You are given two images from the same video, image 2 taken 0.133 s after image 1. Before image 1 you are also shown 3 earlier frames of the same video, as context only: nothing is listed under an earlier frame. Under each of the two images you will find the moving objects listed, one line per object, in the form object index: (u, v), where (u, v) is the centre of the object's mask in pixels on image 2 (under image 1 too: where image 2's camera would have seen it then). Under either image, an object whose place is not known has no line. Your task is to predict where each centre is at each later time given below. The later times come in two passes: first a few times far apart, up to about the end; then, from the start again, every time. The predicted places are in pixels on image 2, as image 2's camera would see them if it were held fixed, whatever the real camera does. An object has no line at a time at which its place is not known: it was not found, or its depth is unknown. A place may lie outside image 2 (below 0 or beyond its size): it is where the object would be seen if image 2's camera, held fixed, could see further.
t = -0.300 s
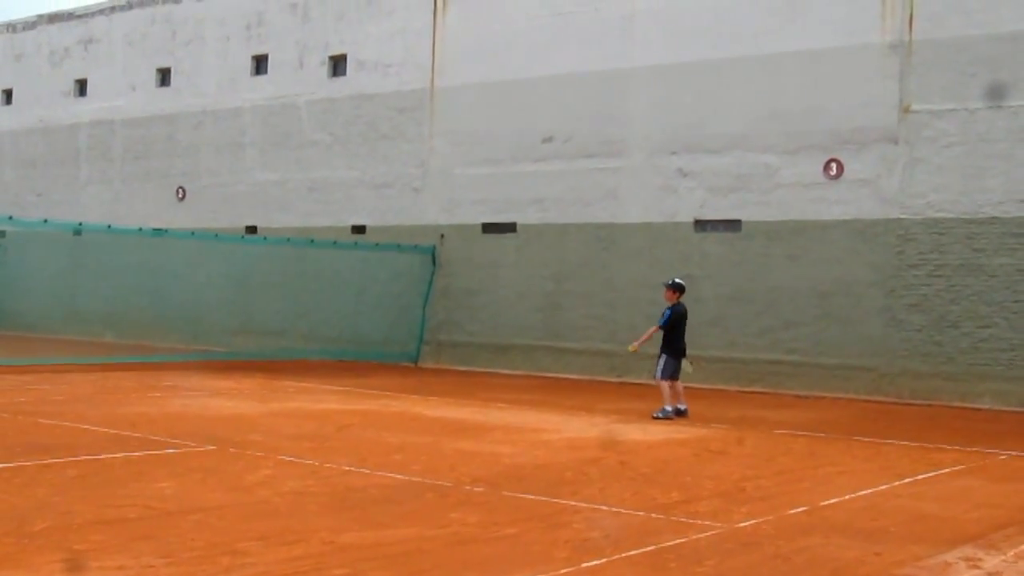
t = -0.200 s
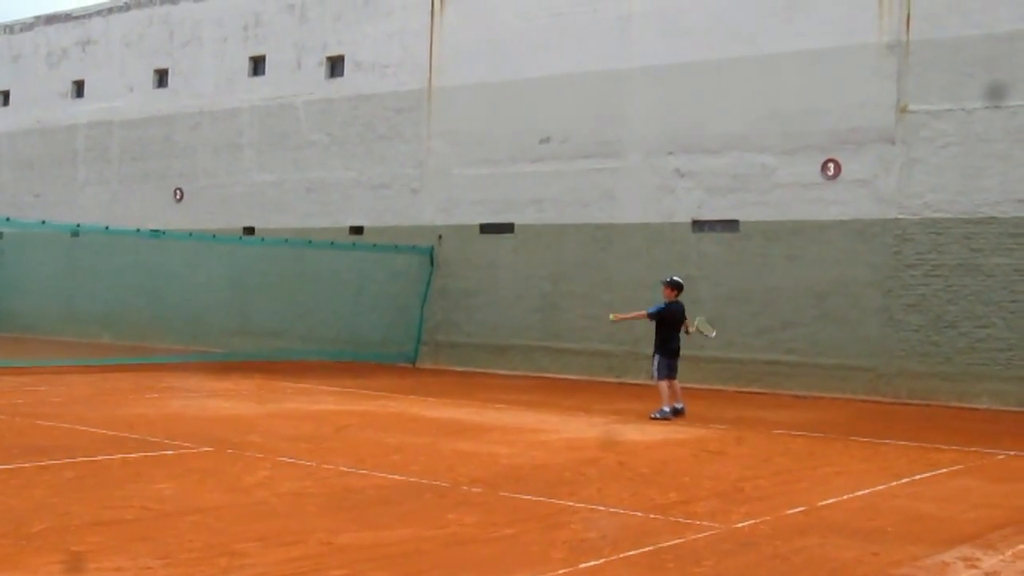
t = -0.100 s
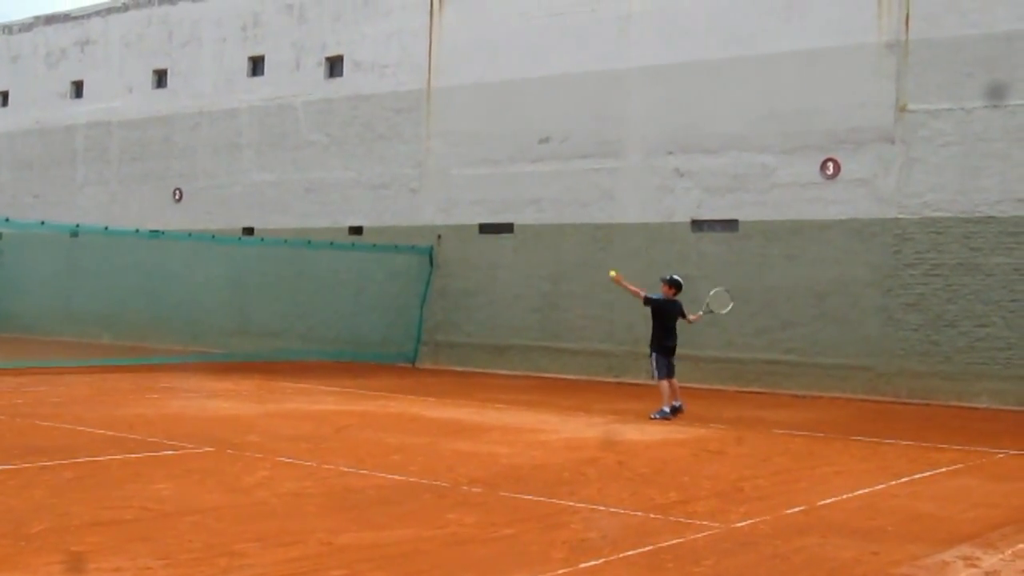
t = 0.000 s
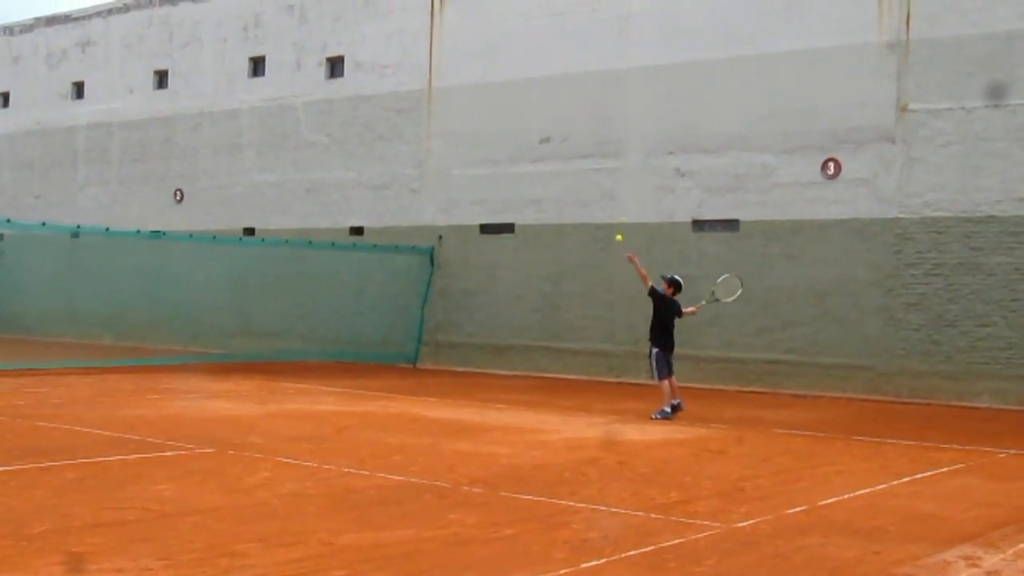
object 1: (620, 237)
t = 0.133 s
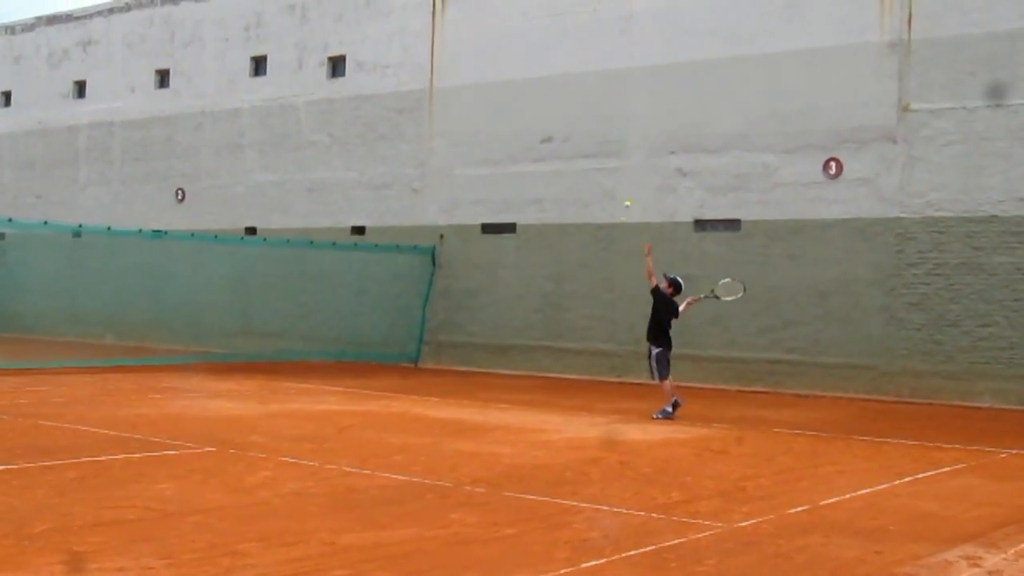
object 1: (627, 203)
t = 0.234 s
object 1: (632, 189)
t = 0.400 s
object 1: (640, 186)
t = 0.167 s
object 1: (629, 198)
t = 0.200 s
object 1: (630, 192)
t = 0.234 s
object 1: (632, 189)
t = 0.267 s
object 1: (634, 186)
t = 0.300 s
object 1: (636, 185)
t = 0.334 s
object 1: (636, 184)
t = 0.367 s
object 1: (638, 185)
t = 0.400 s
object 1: (640, 186)
